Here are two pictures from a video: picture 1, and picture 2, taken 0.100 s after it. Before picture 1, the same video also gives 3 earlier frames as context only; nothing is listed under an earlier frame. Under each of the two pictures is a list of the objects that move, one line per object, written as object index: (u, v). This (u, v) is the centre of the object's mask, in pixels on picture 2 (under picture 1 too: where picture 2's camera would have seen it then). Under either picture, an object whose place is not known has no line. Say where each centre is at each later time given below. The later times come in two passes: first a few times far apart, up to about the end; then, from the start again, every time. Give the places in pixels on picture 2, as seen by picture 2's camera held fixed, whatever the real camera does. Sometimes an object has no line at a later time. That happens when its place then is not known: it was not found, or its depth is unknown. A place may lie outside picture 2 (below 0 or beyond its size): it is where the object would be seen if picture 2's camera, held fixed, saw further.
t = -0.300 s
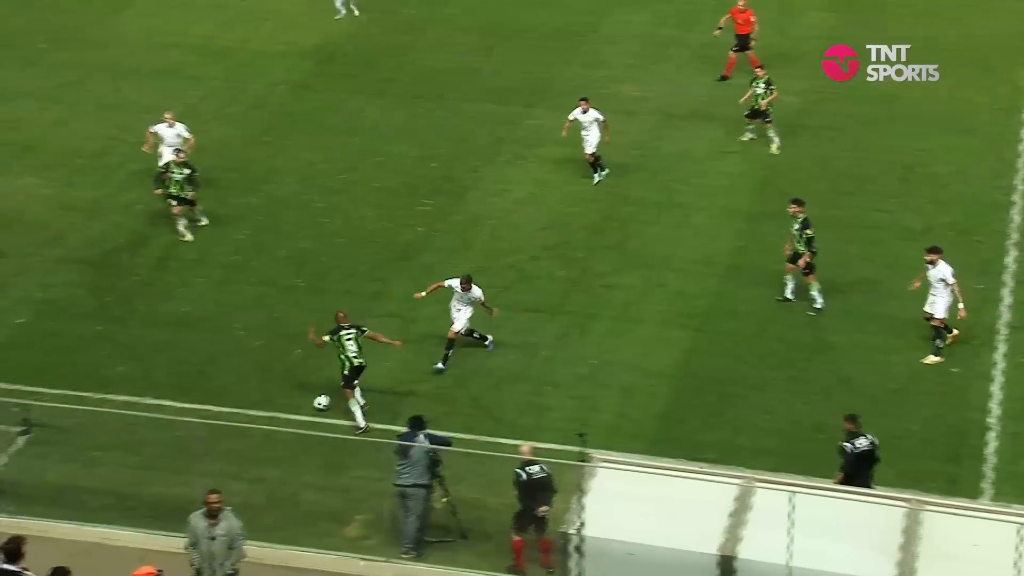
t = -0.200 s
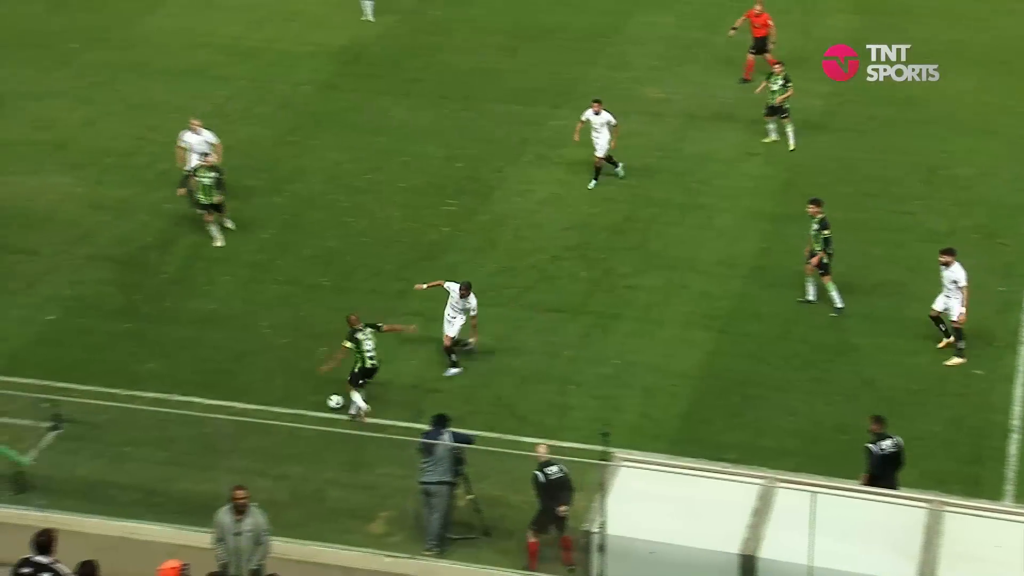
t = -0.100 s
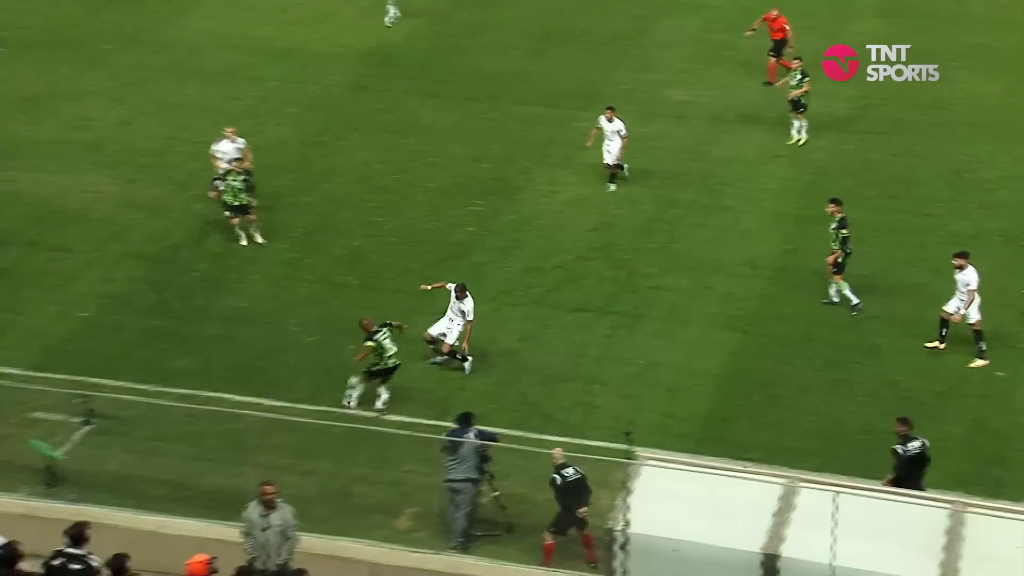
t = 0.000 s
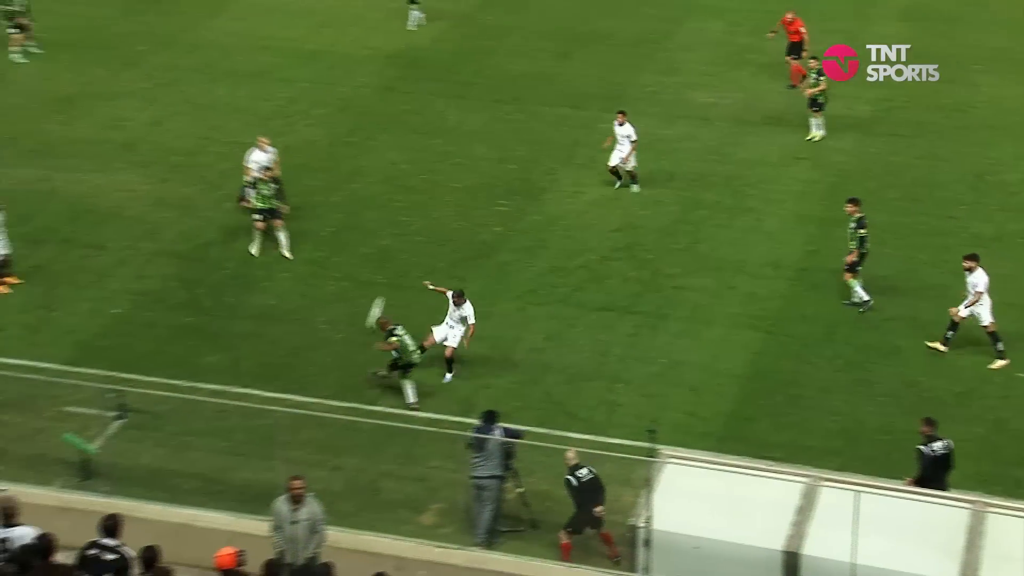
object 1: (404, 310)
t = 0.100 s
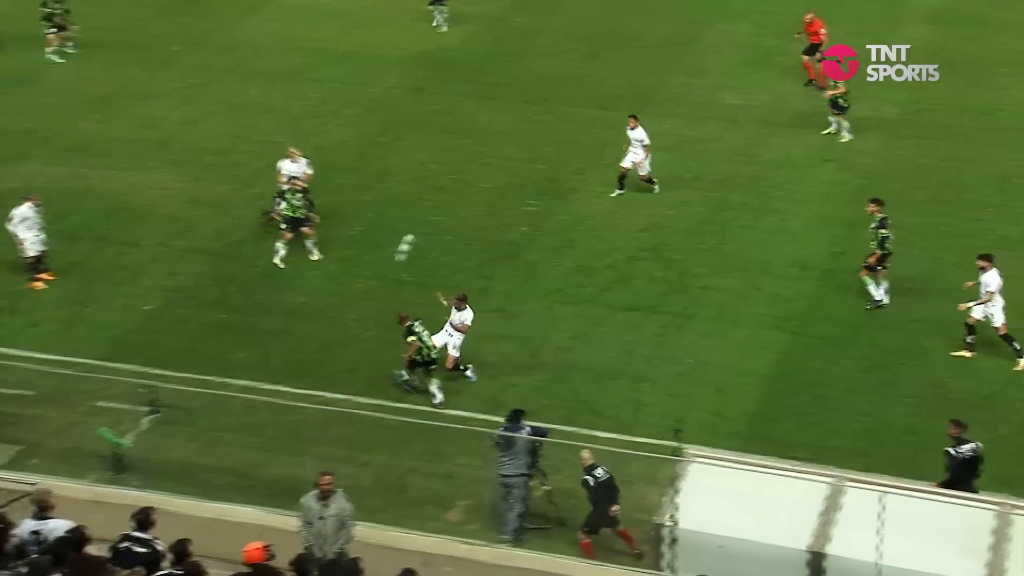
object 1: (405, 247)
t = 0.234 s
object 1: (407, 182)
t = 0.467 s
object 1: (418, 111)
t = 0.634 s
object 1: (427, 86)
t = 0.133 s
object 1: (405, 229)
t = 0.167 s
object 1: (406, 213)
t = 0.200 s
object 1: (406, 197)
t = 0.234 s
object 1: (407, 182)
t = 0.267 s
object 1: (409, 169)
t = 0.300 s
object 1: (410, 157)
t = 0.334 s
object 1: (412, 146)
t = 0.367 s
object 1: (413, 136)
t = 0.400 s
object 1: (415, 127)
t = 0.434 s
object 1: (416, 119)
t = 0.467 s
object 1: (418, 111)
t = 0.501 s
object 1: (420, 105)
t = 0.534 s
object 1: (421, 98)
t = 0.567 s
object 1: (423, 94)
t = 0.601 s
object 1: (425, 89)
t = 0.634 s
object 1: (427, 86)
